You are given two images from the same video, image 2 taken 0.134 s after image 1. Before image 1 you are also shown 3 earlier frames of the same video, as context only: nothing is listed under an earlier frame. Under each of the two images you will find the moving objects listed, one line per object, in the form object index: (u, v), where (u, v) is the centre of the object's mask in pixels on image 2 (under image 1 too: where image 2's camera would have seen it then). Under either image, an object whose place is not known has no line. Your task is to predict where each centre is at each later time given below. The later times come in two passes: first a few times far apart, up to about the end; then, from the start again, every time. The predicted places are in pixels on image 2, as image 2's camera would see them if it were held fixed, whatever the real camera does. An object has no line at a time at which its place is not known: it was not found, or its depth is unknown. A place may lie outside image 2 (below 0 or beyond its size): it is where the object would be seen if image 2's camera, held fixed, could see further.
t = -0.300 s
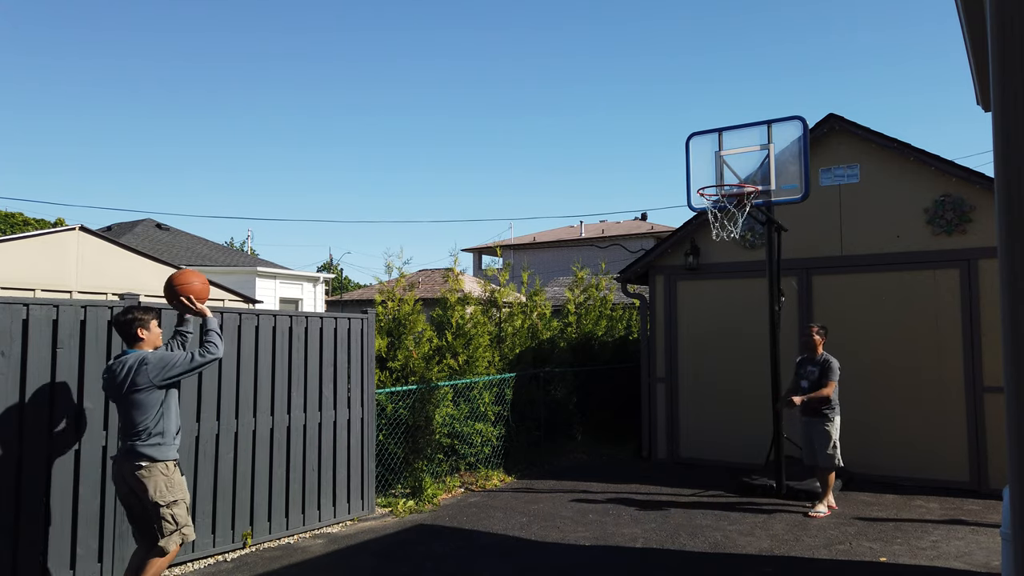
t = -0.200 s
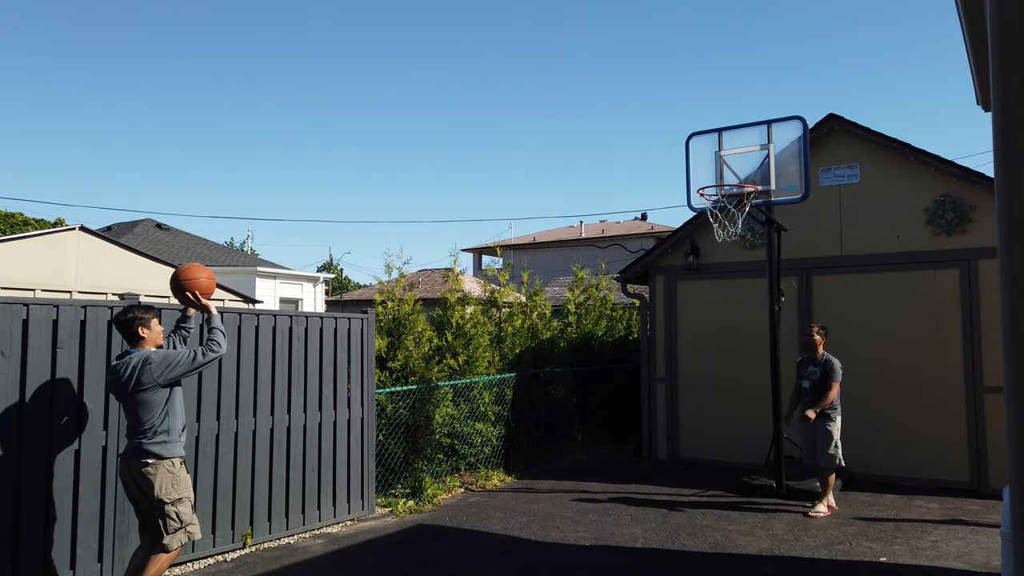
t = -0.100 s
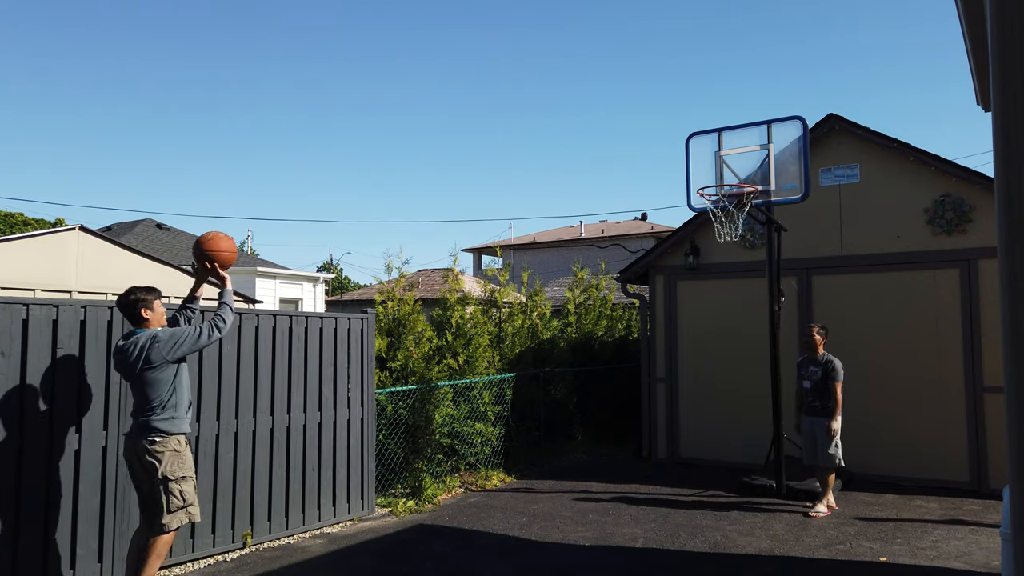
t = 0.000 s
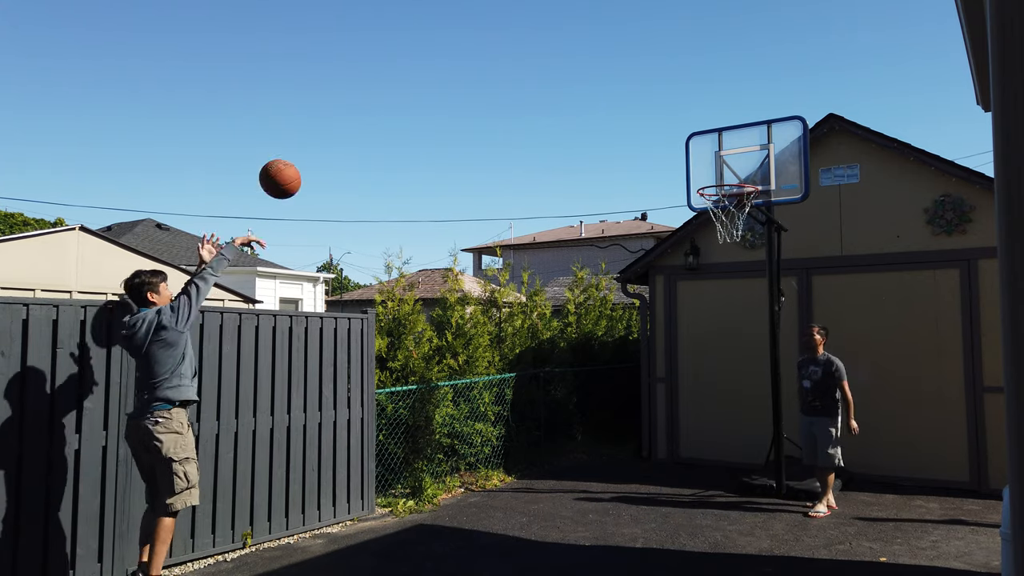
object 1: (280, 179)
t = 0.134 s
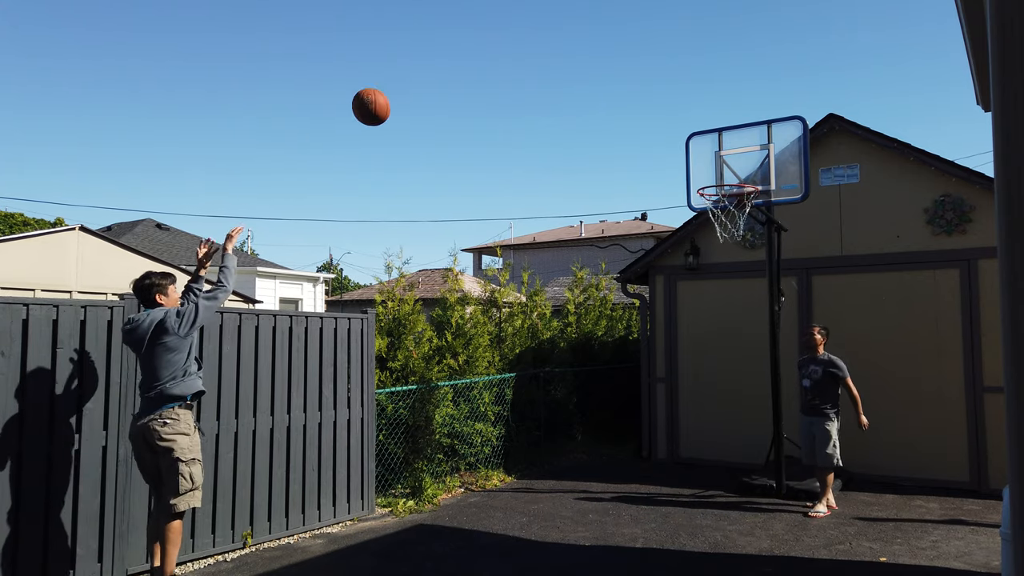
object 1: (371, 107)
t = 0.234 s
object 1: (431, 75)
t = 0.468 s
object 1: (555, 57)
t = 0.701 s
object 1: (659, 107)
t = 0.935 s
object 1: (735, 203)
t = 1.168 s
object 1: (703, 242)
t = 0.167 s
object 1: (392, 94)
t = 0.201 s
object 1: (412, 83)
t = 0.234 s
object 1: (431, 75)
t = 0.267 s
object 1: (450, 67)
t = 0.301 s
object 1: (469, 62)
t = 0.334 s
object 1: (487, 58)
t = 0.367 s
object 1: (505, 55)
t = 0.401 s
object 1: (522, 54)
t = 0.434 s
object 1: (538, 55)
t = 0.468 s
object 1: (555, 57)
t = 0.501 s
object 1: (571, 60)
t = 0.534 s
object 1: (586, 65)
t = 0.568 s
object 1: (602, 71)
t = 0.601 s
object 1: (616, 78)
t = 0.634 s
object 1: (631, 86)
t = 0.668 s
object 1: (645, 96)
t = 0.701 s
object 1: (659, 107)
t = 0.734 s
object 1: (673, 118)
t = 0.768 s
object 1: (687, 131)
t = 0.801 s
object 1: (700, 145)
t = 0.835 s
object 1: (713, 160)
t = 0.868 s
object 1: (726, 176)
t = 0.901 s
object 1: (738, 192)
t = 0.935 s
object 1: (735, 203)
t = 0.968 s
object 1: (727, 211)
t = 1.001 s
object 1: (720, 218)
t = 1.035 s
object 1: (716, 221)
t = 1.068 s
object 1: (713, 224)
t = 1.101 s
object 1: (710, 229)
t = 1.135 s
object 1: (705, 235)
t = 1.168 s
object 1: (703, 242)
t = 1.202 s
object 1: (701, 249)
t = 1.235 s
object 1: (698, 259)
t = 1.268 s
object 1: (695, 270)
